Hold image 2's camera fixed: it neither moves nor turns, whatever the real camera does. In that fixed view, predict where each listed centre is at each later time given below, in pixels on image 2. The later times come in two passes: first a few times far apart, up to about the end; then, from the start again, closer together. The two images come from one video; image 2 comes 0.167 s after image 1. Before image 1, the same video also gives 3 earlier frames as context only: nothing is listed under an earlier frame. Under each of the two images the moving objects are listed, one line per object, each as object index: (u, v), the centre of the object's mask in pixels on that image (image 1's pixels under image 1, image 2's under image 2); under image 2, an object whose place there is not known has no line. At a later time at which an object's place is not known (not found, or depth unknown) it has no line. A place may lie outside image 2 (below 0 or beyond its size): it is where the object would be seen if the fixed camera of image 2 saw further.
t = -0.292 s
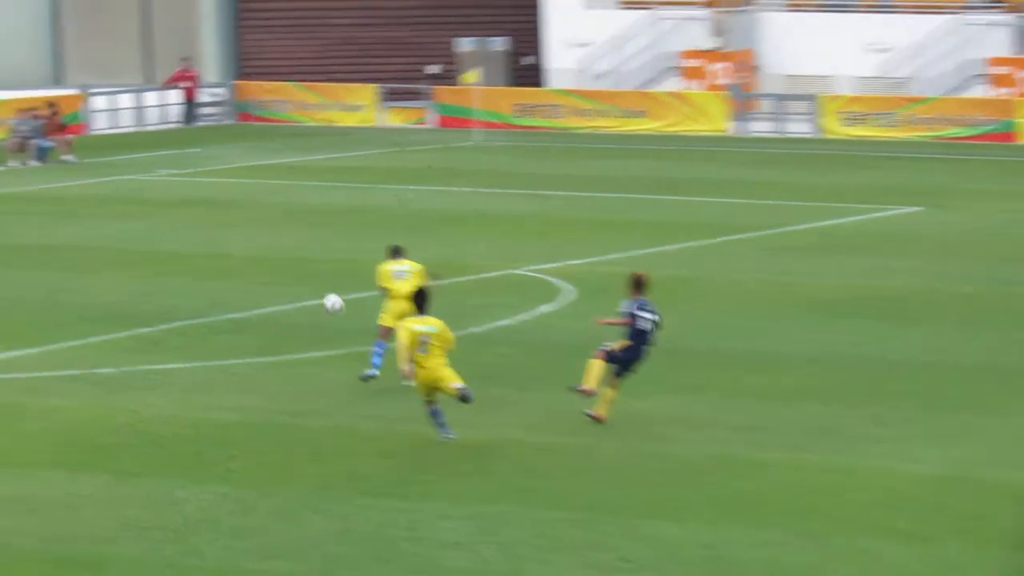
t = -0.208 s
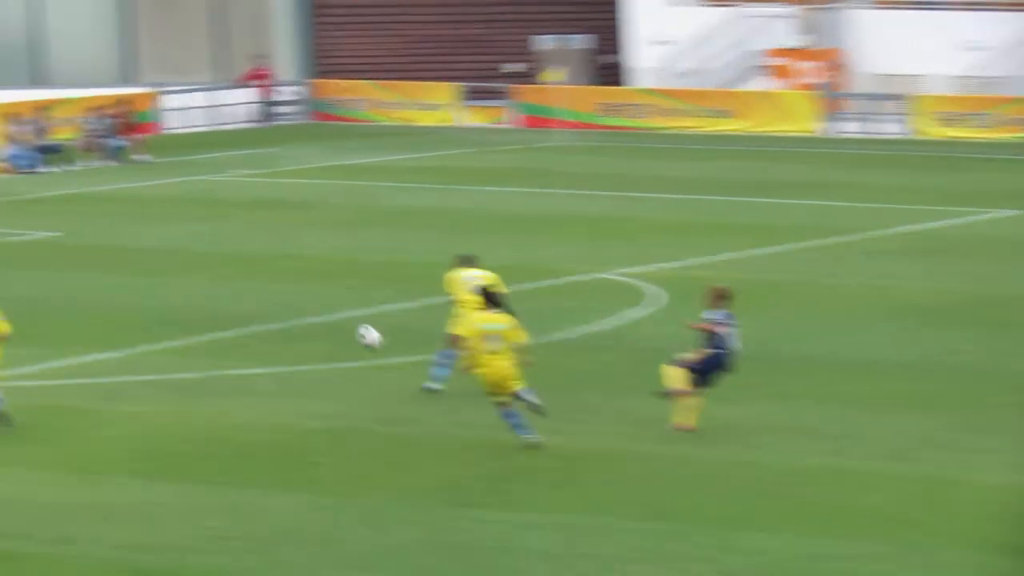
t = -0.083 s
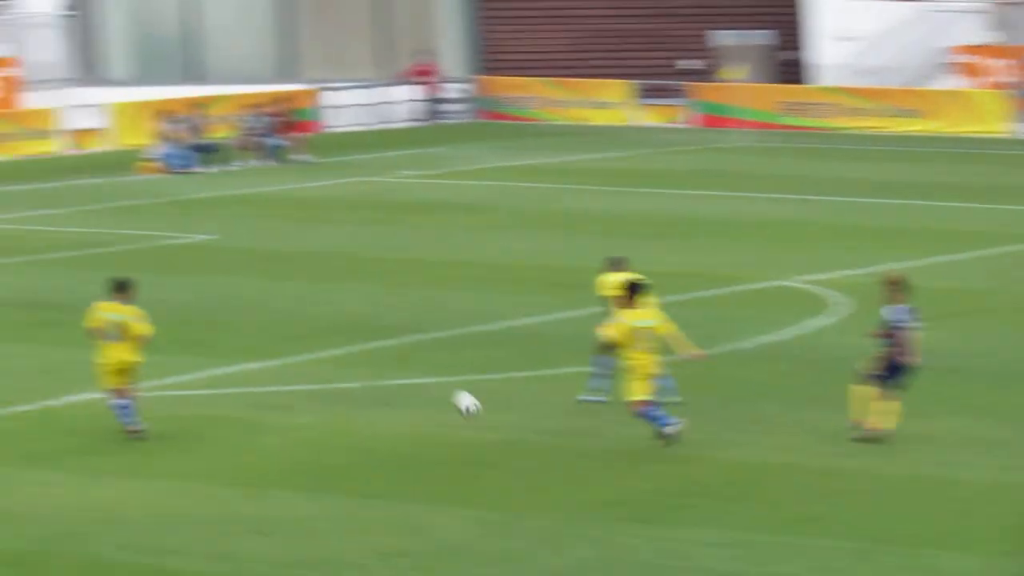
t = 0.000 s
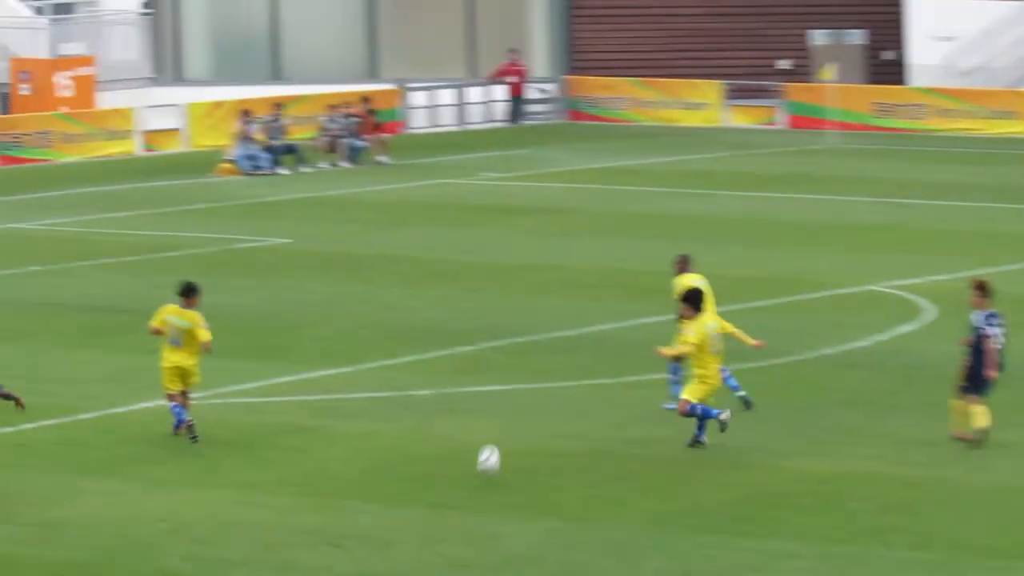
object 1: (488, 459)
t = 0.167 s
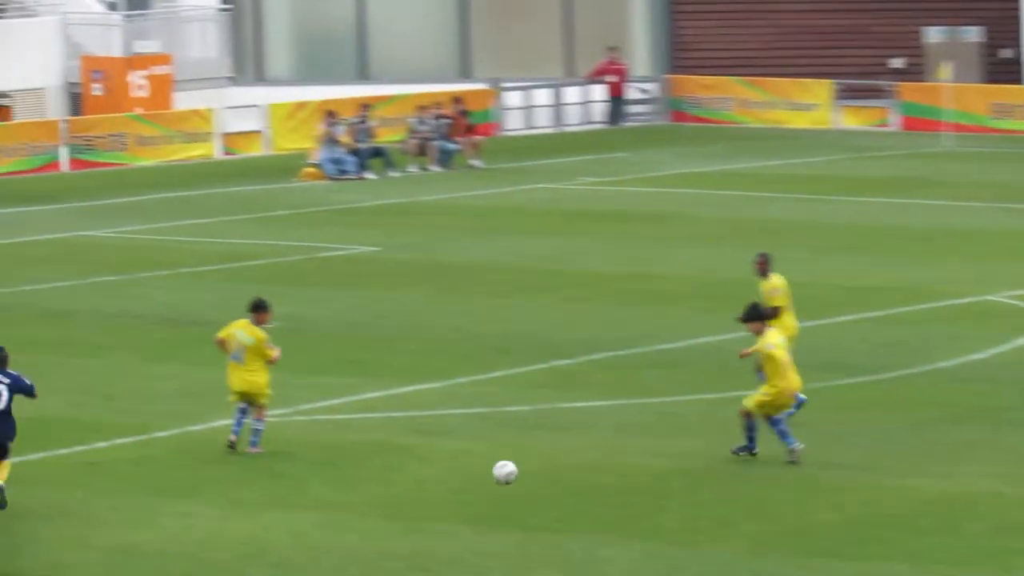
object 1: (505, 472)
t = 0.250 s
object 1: (467, 463)
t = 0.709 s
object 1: (250, 563)
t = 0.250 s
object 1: (467, 463)
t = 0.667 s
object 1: (270, 542)
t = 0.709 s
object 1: (250, 563)
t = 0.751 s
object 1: (234, 566)
